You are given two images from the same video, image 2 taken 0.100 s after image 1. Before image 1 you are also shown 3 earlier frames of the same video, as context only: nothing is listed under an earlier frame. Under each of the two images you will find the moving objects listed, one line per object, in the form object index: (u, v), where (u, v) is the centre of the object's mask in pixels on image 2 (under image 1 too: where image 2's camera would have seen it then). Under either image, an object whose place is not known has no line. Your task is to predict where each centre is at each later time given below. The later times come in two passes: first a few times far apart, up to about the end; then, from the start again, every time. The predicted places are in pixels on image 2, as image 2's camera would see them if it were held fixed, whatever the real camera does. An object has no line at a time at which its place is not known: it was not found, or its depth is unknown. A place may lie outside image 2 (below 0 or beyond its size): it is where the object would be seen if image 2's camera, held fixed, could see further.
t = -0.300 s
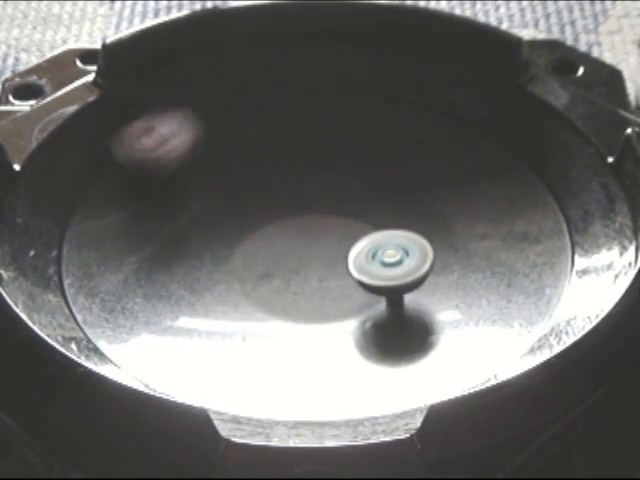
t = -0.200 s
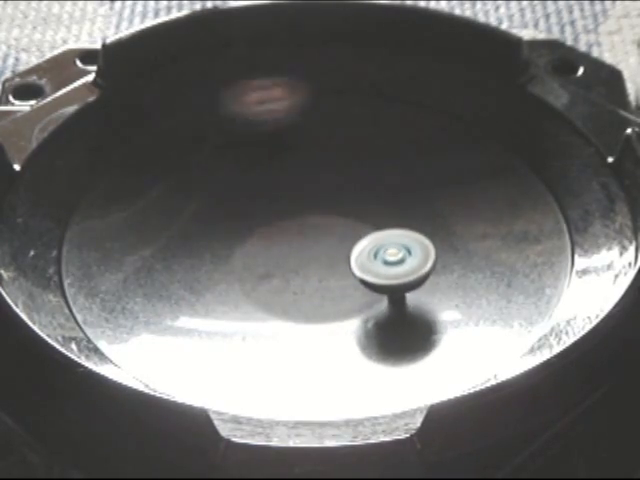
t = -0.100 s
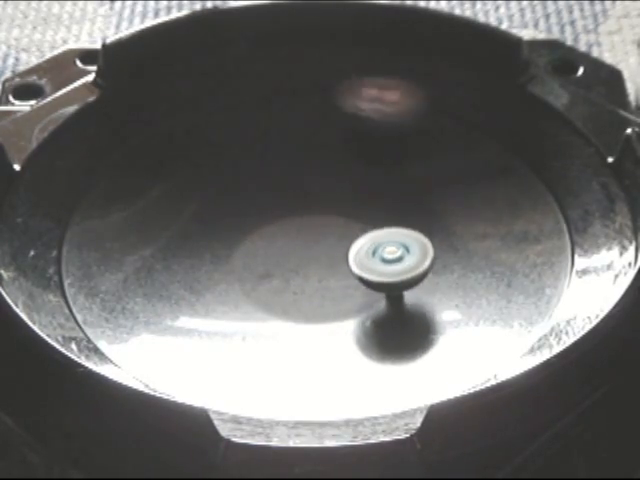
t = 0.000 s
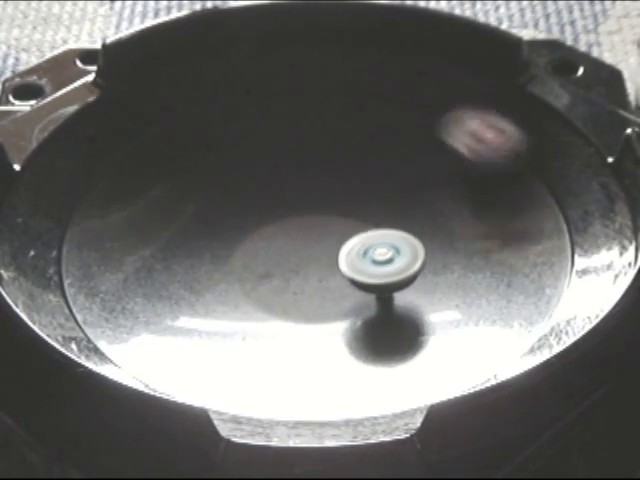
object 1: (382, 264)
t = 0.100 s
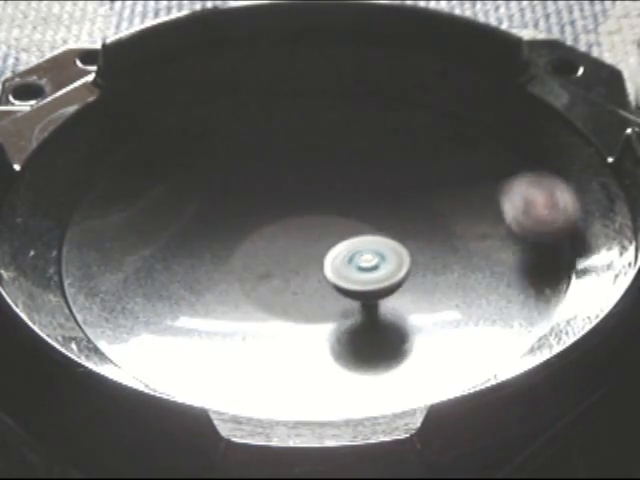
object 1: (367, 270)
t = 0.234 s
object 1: (347, 278)
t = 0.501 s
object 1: (312, 289)
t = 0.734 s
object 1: (299, 292)
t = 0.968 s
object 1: (290, 285)
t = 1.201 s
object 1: (264, 270)
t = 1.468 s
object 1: (246, 252)
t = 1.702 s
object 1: (236, 236)
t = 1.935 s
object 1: (235, 229)
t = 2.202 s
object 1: (254, 215)
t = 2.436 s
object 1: (278, 200)
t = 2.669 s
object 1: (294, 188)
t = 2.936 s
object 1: (309, 192)
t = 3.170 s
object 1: (344, 198)
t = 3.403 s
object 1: (377, 205)
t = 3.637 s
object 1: (369, 202)
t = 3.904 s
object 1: (385, 230)
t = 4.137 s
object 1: (398, 242)
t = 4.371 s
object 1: (392, 248)
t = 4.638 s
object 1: (379, 268)
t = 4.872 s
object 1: (366, 280)
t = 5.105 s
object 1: (345, 286)
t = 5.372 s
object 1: (315, 287)
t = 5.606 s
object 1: (292, 282)
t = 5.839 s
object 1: (268, 274)
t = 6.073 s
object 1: (255, 264)
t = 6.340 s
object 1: (249, 248)
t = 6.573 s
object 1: (257, 232)
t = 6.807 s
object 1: (272, 217)
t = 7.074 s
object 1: (295, 200)
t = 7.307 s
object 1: (309, 188)
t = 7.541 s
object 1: (316, 189)
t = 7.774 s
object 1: (341, 195)
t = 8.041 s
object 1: (373, 207)
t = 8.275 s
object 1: (386, 217)
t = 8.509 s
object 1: (392, 230)
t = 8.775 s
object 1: (332, 249)
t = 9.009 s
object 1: (291, 266)
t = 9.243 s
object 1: (309, 234)
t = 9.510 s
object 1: (306, 198)
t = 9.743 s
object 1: (292, 181)
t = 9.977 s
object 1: (275, 183)
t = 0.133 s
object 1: (362, 273)
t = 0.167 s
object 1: (357, 275)
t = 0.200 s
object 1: (352, 276)
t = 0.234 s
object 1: (347, 278)
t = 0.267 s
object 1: (343, 280)
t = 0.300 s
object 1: (338, 282)
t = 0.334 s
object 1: (333, 284)
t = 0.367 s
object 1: (329, 284)
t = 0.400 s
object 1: (324, 286)
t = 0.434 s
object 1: (320, 287)
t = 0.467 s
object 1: (315, 288)
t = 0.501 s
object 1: (312, 289)
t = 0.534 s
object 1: (308, 290)
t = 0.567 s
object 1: (304, 291)
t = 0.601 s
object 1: (301, 291)
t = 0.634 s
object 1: (299, 291)
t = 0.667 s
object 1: (299, 292)
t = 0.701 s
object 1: (299, 292)
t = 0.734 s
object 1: (299, 292)
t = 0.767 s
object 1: (300, 292)
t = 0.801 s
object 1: (301, 292)
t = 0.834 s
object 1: (300, 291)
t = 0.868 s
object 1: (298, 290)
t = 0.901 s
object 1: (296, 288)
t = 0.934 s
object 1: (293, 287)
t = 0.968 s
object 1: (290, 285)
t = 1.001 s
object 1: (286, 282)
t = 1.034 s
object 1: (282, 280)
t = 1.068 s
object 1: (278, 277)
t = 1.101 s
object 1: (274, 275)
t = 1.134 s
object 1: (271, 274)
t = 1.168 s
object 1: (267, 272)
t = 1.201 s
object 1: (264, 270)
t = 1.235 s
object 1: (261, 267)
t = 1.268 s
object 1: (259, 266)
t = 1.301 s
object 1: (256, 264)
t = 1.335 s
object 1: (254, 262)
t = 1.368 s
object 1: (252, 259)
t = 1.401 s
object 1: (250, 257)
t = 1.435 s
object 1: (248, 255)
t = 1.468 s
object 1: (246, 252)
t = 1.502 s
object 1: (244, 250)
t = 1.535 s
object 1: (243, 248)
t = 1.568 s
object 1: (241, 246)
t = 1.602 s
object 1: (239, 244)
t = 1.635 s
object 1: (238, 241)
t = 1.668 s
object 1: (237, 238)
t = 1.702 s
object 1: (236, 236)
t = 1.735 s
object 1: (235, 234)
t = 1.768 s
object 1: (234, 231)
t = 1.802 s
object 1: (234, 230)
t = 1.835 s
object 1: (234, 229)
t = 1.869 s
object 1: (234, 229)
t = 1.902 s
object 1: (234, 229)
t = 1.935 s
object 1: (235, 229)
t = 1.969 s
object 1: (236, 228)
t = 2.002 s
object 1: (238, 227)
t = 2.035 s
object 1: (240, 226)
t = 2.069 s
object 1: (242, 224)
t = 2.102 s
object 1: (245, 221)
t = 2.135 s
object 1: (248, 219)
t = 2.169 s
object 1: (251, 218)
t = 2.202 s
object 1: (254, 215)
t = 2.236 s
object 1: (258, 213)
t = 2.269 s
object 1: (261, 210)
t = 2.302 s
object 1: (265, 208)
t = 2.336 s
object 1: (268, 206)
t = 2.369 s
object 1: (271, 204)
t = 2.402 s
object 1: (275, 201)
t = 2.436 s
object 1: (278, 200)
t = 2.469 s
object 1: (281, 198)
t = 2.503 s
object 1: (284, 196)
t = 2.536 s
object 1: (287, 193)
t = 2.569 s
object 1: (289, 192)
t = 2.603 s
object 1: (292, 190)
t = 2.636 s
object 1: (294, 189)
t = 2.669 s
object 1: (294, 188)
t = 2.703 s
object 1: (294, 188)
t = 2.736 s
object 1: (293, 188)
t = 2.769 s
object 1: (293, 189)
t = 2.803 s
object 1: (294, 190)
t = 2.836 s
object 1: (296, 190)
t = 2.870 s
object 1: (300, 191)
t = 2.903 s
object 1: (305, 191)
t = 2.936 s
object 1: (309, 192)
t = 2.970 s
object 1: (314, 192)
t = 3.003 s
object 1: (318, 191)
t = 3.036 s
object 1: (324, 193)
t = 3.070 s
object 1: (329, 195)
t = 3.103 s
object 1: (334, 195)
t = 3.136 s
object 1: (338, 196)
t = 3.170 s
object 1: (344, 198)
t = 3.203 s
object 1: (348, 199)
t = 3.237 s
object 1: (353, 199)
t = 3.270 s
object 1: (358, 202)
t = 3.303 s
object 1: (363, 201)
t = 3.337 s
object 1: (368, 204)
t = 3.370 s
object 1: (373, 204)
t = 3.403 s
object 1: (377, 205)
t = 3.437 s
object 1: (380, 205)
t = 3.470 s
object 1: (381, 204)
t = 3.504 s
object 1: (380, 203)
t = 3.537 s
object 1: (378, 201)
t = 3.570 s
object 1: (375, 201)
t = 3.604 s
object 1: (372, 201)
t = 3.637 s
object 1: (369, 202)
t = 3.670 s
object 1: (369, 204)
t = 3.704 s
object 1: (370, 207)
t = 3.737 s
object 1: (372, 211)
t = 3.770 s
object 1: (375, 214)
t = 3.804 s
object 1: (377, 219)
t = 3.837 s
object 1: (380, 223)
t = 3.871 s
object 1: (383, 226)
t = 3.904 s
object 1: (385, 230)
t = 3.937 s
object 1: (388, 233)
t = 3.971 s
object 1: (391, 236)
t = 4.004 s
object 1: (394, 239)
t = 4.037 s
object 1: (396, 241)
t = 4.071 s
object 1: (398, 242)
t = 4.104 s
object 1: (399, 242)
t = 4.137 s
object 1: (398, 242)
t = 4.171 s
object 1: (398, 241)
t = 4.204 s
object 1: (397, 241)
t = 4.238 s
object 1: (396, 241)
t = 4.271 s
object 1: (395, 242)
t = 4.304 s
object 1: (394, 243)
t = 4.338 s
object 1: (393, 245)
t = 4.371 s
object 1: (392, 248)
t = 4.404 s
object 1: (391, 250)
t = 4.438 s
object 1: (389, 253)
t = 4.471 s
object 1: (388, 255)
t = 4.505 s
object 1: (387, 258)
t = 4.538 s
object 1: (385, 261)
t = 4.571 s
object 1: (384, 263)
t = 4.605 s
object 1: (381, 266)
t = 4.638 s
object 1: (379, 268)
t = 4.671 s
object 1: (378, 271)
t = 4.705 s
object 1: (376, 273)
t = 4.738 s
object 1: (374, 275)
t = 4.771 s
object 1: (372, 277)
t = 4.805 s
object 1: (370, 278)
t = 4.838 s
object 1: (368, 279)
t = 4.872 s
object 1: (366, 280)
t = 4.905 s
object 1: (364, 281)
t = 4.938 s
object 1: (362, 282)
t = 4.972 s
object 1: (359, 283)
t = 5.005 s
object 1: (356, 283)
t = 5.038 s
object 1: (352, 284)
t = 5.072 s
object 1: (349, 285)
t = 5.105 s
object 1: (345, 286)
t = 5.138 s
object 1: (341, 286)
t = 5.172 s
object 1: (338, 287)
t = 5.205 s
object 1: (334, 287)
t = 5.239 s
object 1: (330, 287)
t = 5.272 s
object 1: (326, 288)
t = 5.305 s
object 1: (322, 288)
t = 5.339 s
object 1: (319, 287)
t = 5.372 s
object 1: (315, 287)
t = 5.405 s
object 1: (312, 287)
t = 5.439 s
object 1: (308, 286)
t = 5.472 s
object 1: (305, 286)
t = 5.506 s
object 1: (302, 285)
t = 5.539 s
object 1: (298, 284)
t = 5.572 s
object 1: (295, 283)
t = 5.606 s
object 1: (292, 282)
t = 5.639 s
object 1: (288, 280)
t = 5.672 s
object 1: (285, 279)
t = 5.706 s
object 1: (281, 277)
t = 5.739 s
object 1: (278, 275)
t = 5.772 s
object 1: (275, 275)
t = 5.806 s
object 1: (271, 275)
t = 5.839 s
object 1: (268, 274)
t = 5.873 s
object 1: (266, 273)
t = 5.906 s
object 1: (263, 271)
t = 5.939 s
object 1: (261, 270)
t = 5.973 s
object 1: (260, 268)
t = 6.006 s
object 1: (258, 267)
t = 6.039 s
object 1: (256, 265)
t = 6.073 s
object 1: (255, 264)
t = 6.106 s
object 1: (254, 262)
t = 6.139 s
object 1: (253, 260)
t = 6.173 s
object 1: (251, 258)
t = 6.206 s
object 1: (251, 256)
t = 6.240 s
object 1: (250, 253)
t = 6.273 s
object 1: (250, 251)
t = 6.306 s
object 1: (249, 250)
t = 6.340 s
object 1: (249, 248)
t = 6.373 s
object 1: (249, 245)
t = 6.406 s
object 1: (250, 244)
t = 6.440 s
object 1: (251, 241)
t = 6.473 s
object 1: (252, 239)
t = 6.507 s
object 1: (253, 236)
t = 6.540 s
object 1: (255, 235)
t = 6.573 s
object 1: (257, 232)
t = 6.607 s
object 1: (259, 230)
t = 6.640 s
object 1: (261, 227)
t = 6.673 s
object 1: (263, 225)
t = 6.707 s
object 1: (265, 223)
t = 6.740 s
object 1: (267, 221)
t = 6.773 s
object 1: (269, 219)
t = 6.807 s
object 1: (272, 217)
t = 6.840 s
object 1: (275, 214)
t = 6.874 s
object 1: (278, 212)
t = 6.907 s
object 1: (281, 210)
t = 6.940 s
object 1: (283, 208)
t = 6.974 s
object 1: (286, 206)
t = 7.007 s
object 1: (289, 204)
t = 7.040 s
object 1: (292, 202)
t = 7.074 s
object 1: (295, 200)
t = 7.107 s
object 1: (297, 199)
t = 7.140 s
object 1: (299, 197)
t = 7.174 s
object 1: (301, 196)
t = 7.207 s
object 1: (303, 194)
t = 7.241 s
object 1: (305, 191)
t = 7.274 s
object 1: (307, 186)
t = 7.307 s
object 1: (309, 188)
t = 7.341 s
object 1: (310, 189)
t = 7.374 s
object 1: (311, 188)
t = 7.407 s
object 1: (312, 188)
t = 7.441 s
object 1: (312, 188)
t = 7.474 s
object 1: (313, 188)
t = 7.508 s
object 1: (314, 189)
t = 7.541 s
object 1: (316, 189)
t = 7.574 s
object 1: (319, 189)
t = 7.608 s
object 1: (322, 190)
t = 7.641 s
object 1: (325, 191)
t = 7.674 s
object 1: (329, 192)
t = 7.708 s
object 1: (333, 192)
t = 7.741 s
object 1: (337, 193)
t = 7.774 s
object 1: (341, 195)
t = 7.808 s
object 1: (345, 196)
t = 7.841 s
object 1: (349, 197)
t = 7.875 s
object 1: (353, 199)
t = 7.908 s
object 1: (357, 201)
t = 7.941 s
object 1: (361, 203)
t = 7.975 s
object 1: (365, 204)
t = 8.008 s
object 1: (369, 206)
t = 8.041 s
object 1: (373, 207)
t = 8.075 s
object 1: (377, 208)
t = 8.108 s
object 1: (379, 210)
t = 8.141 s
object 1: (382, 211)
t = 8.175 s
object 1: (383, 213)
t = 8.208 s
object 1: (384, 214)
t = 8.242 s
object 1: (385, 216)
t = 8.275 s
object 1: (386, 217)
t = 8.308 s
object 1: (387, 219)
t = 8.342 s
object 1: (388, 220)
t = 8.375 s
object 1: (389, 222)
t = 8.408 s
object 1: (390, 223)
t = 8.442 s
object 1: (391, 225)
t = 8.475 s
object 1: (392, 227)
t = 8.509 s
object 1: (392, 230)
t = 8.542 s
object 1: (392, 232)
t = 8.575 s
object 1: (392, 233)
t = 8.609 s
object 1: (386, 234)
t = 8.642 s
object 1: (370, 236)
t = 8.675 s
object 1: (356, 241)
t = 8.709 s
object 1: (346, 244)
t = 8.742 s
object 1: (339, 247)
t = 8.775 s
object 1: (332, 249)
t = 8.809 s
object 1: (326, 252)
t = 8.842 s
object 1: (321, 255)
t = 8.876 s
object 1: (315, 257)
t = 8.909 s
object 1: (309, 260)
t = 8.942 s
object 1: (303, 262)
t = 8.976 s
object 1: (297, 264)
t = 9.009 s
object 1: (291, 266)
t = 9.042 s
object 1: (286, 269)
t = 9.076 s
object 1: (280, 270)
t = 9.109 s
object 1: (275, 270)
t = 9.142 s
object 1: (277, 267)
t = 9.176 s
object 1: (291, 254)
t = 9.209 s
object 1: (302, 243)
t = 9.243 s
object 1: (309, 234)
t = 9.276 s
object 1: (313, 227)
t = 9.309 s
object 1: (314, 222)
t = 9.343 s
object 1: (313, 217)
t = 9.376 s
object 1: (311, 213)
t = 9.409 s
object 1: (310, 209)
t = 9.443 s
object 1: (309, 206)
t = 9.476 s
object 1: (307, 202)
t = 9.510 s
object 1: (306, 198)
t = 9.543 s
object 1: (306, 194)
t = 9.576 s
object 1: (305, 189)
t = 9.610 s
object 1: (304, 187)
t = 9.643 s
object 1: (303, 185)
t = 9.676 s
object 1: (299, 183)
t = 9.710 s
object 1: (295, 181)
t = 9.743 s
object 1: (292, 181)
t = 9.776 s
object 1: (288, 179)
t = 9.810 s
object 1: (285, 180)
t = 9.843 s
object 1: (283, 180)
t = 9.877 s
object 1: (280, 180)
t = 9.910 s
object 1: (278, 181)
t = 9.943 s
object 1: (277, 182)
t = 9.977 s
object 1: (275, 183)
